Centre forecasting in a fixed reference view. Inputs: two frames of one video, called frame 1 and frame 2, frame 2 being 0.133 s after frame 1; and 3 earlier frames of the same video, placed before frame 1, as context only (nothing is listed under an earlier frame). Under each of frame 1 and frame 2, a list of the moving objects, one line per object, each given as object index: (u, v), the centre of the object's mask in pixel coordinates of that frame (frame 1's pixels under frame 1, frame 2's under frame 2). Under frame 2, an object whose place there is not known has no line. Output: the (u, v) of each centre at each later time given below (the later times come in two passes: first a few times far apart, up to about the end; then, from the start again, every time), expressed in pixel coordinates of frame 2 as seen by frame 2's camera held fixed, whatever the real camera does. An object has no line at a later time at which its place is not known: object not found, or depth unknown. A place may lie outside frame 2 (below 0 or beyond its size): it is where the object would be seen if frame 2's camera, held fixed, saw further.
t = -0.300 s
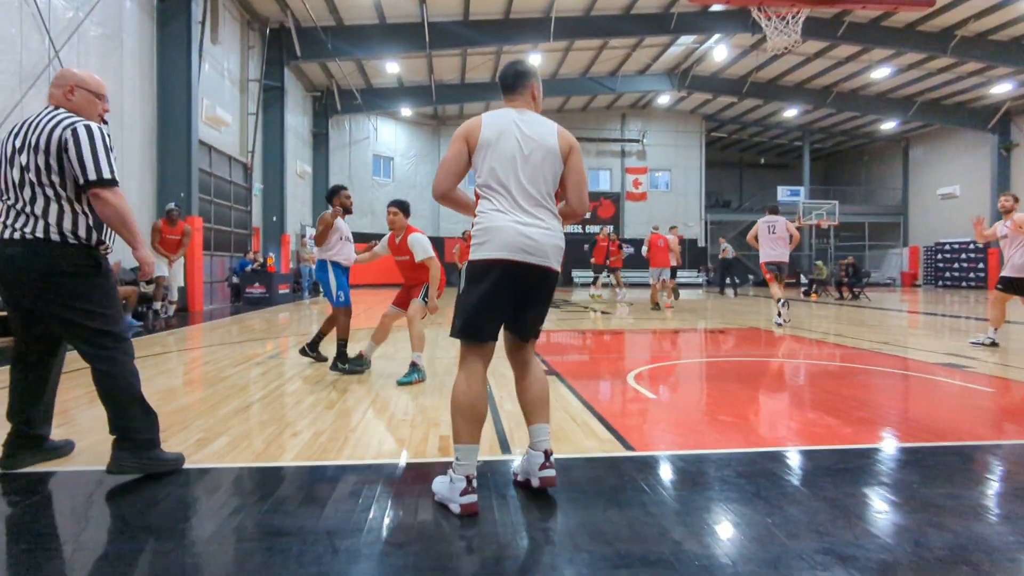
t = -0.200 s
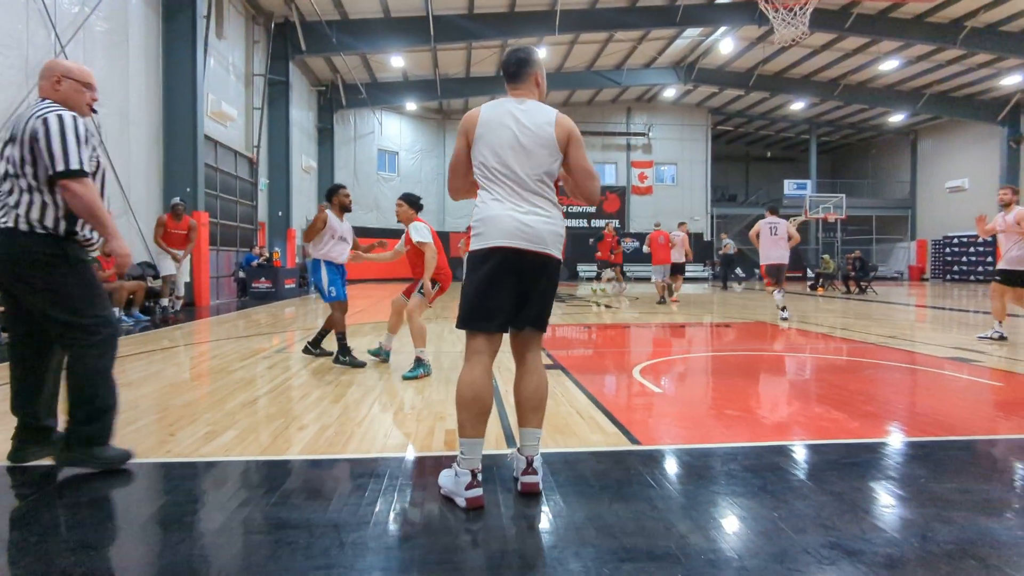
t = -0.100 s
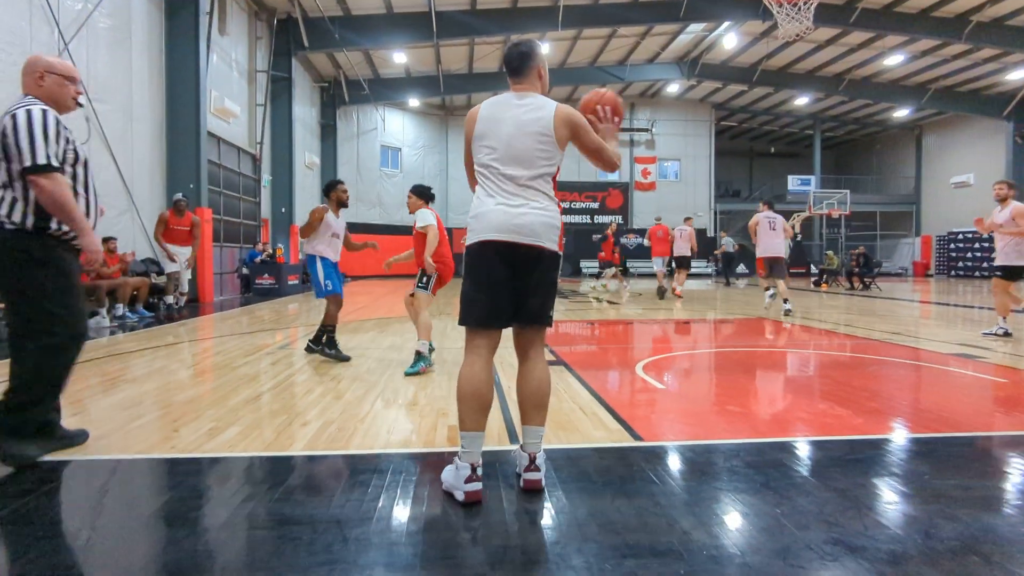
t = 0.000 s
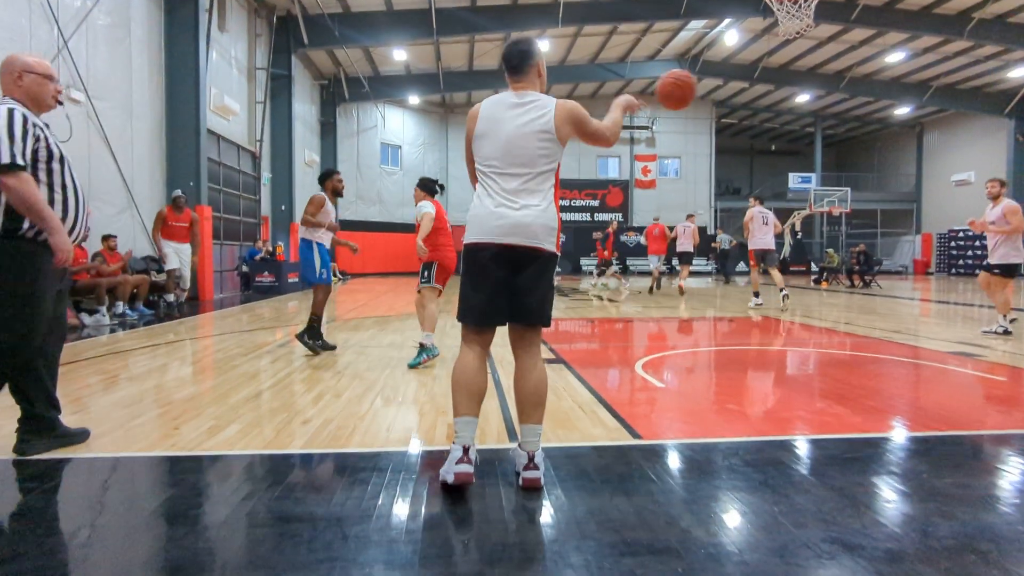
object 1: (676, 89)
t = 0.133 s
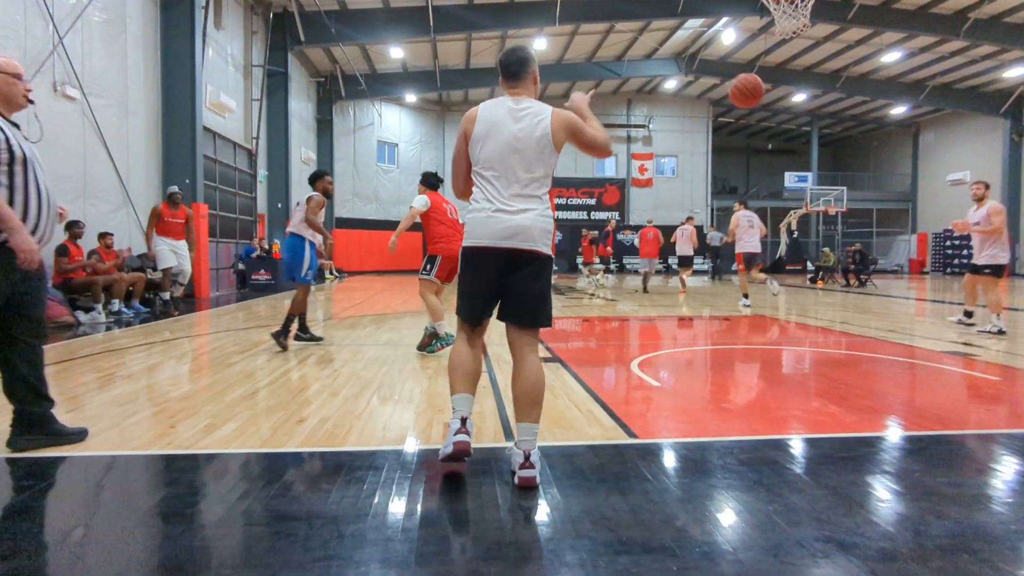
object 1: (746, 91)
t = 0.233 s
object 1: (787, 105)
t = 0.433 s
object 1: (847, 156)
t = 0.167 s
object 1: (761, 94)
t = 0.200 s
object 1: (774, 100)
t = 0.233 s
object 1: (787, 105)
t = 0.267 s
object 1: (799, 112)
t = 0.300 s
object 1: (810, 119)
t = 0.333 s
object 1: (820, 127)
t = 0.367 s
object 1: (830, 136)
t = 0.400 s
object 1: (839, 146)
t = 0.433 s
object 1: (847, 156)
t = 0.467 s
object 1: (855, 166)
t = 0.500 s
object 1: (863, 177)
